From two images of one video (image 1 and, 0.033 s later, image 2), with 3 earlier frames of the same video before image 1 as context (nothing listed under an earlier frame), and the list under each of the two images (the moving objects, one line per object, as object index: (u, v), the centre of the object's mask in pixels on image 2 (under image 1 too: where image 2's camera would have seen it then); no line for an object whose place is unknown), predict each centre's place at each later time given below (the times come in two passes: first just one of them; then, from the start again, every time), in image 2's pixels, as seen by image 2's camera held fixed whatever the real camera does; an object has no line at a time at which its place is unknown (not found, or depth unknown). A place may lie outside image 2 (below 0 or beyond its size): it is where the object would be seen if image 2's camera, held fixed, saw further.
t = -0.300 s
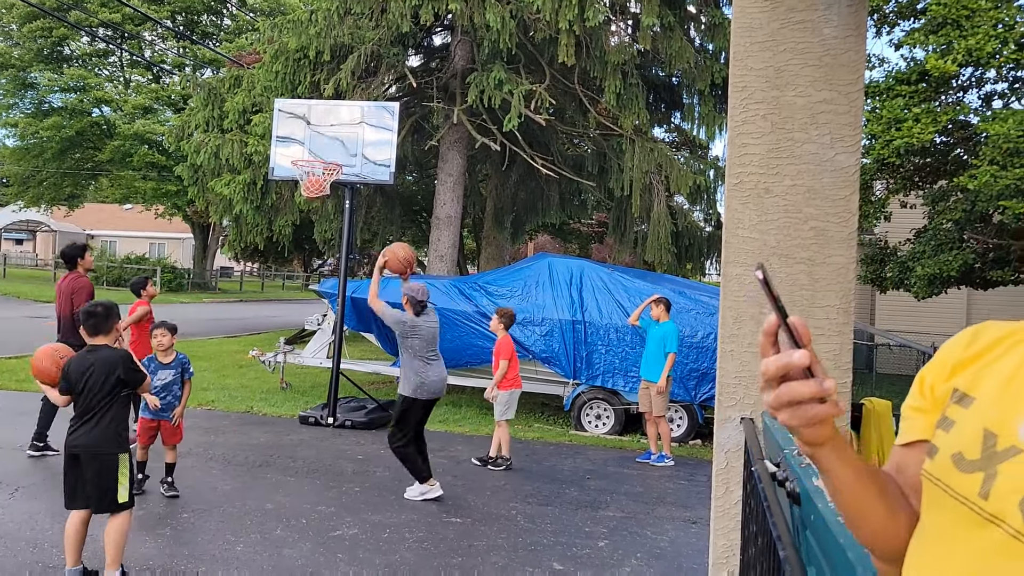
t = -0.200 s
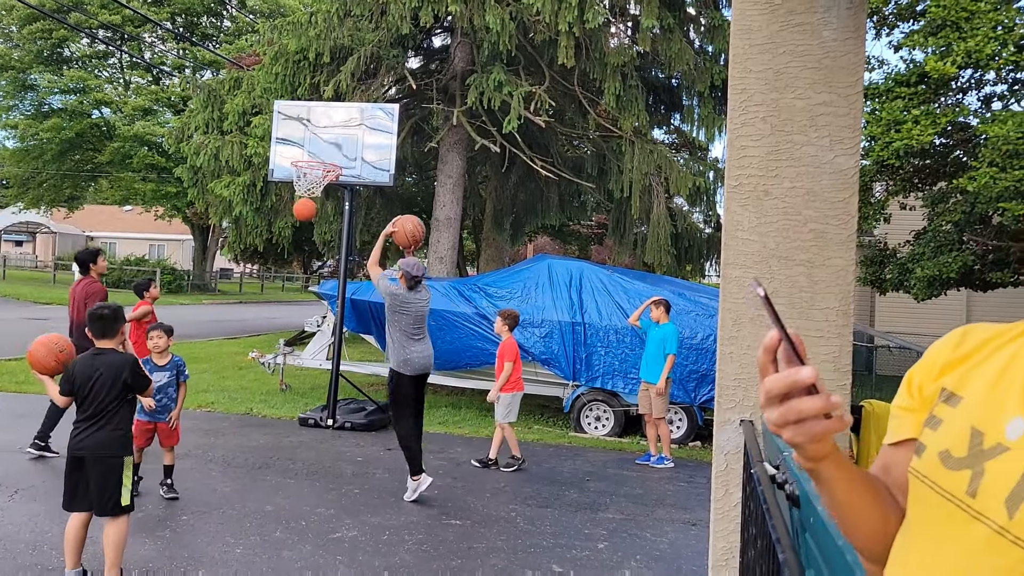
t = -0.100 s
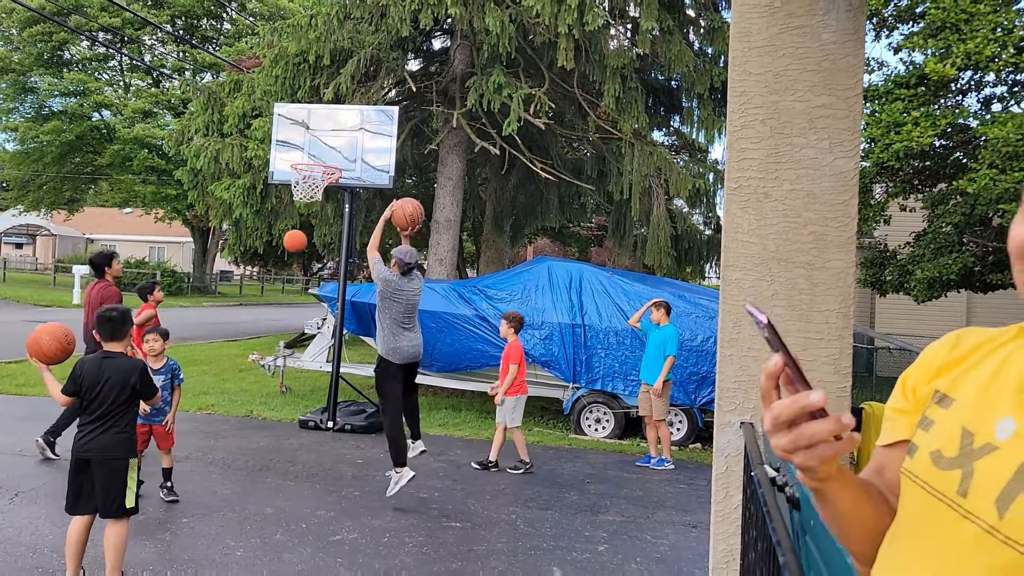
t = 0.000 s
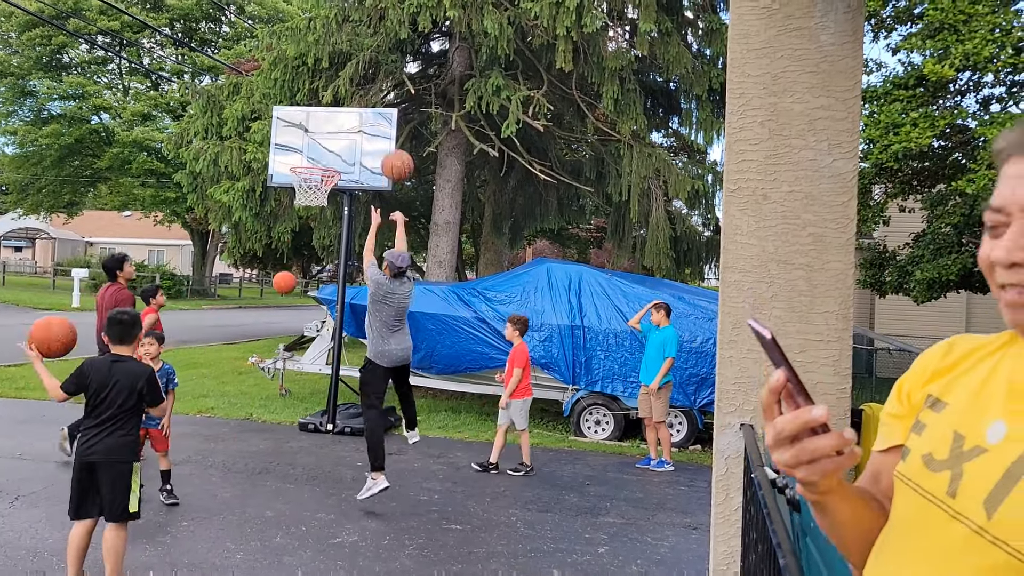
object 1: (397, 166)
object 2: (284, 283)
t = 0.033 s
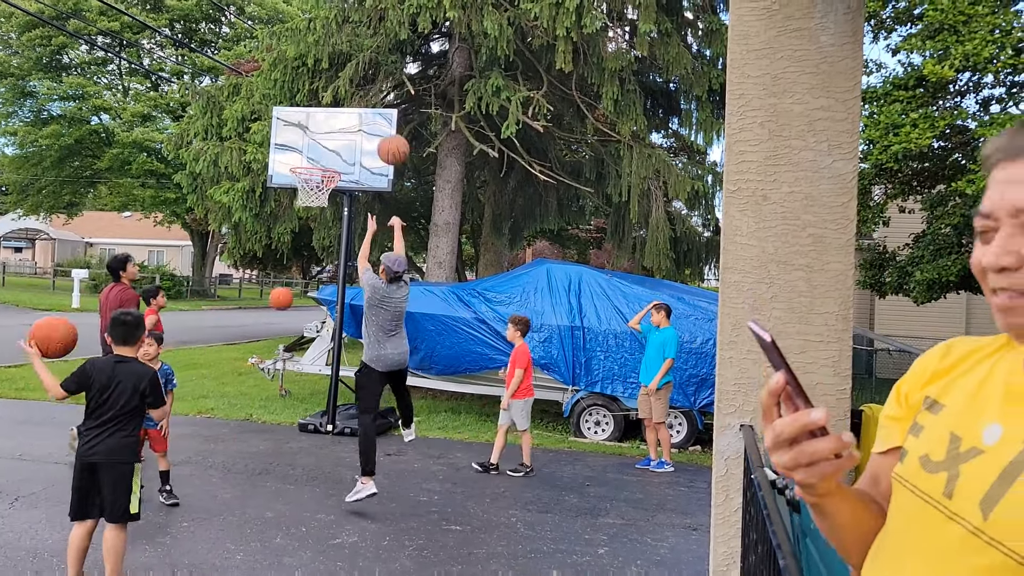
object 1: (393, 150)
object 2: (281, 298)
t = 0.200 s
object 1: (374, 92)
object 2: (264, 391)
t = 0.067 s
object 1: (389, 134)
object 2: (278, 315)
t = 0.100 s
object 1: (385, 121)
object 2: (274, 333)
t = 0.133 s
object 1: (382, 110)
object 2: (271, 350)
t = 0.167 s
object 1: (378, 100)
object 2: (267, 370)
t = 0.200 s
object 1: (374, 92)
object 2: (264, 391)
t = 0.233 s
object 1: (371, 87)
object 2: (260, 412)
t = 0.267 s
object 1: (367, 81)
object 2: (257, 433)
